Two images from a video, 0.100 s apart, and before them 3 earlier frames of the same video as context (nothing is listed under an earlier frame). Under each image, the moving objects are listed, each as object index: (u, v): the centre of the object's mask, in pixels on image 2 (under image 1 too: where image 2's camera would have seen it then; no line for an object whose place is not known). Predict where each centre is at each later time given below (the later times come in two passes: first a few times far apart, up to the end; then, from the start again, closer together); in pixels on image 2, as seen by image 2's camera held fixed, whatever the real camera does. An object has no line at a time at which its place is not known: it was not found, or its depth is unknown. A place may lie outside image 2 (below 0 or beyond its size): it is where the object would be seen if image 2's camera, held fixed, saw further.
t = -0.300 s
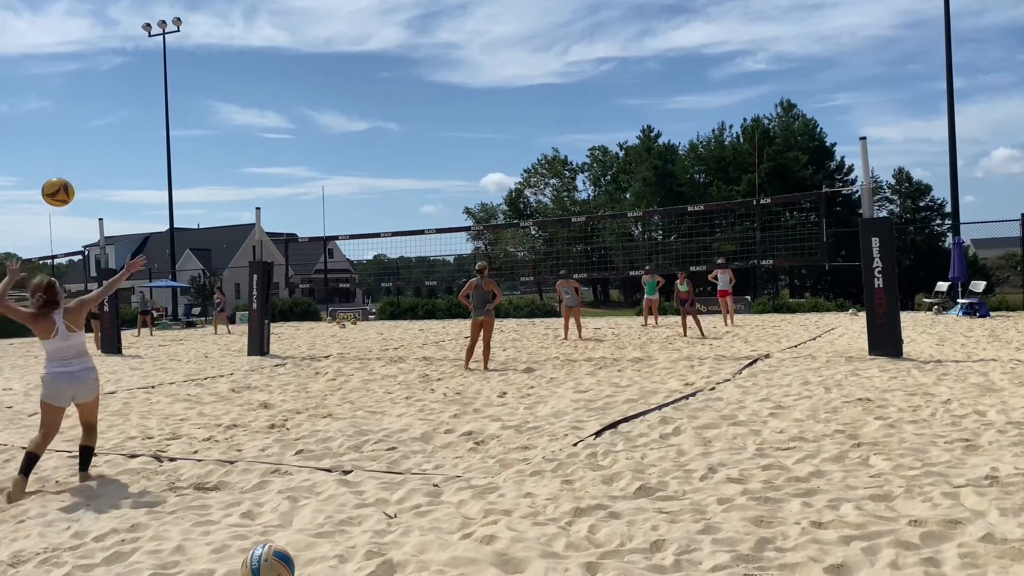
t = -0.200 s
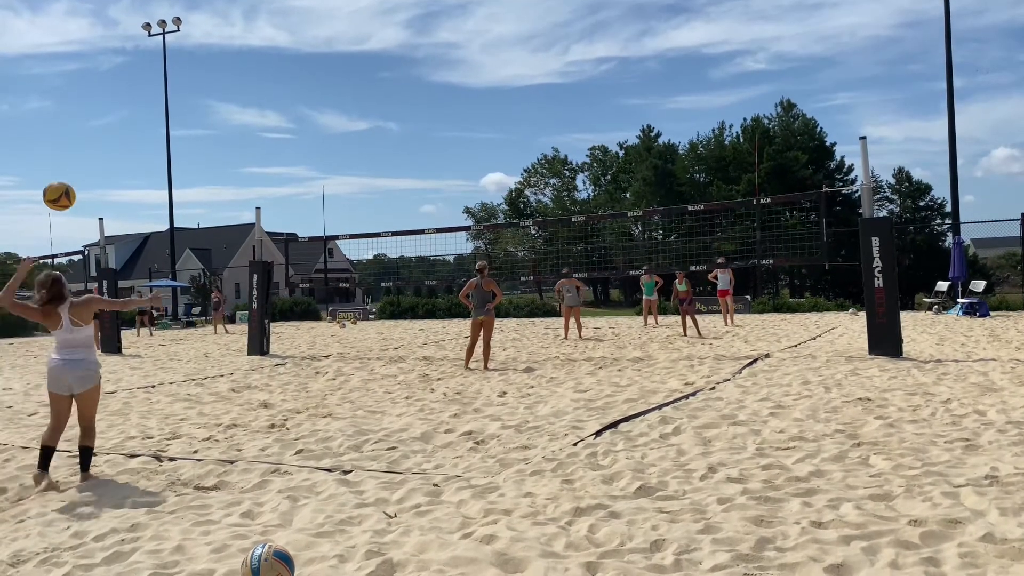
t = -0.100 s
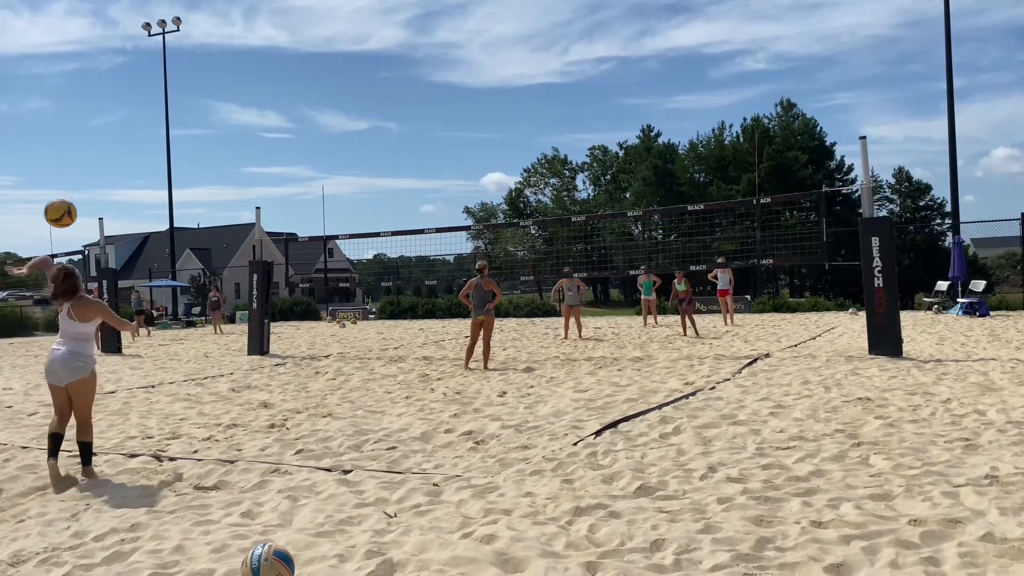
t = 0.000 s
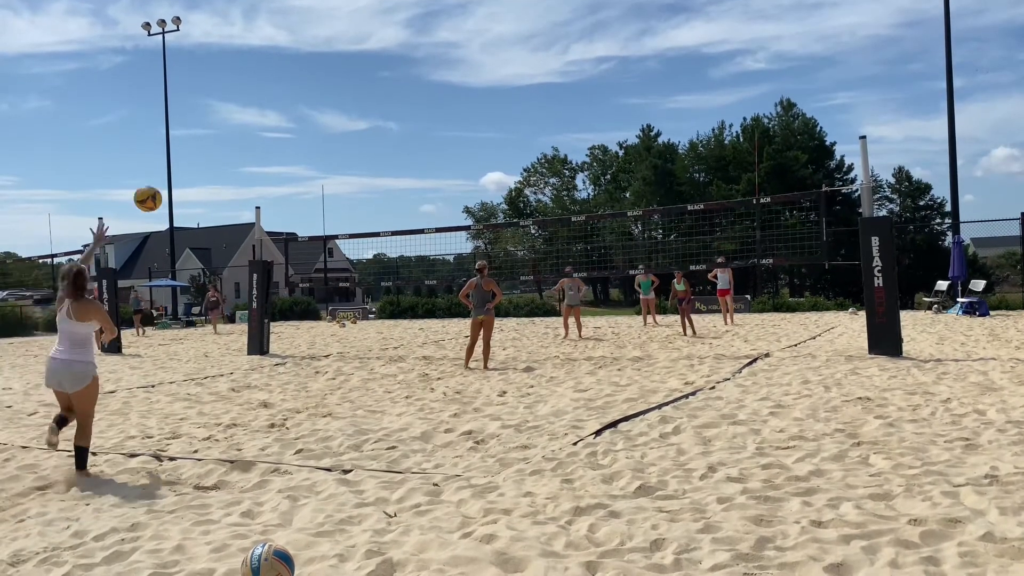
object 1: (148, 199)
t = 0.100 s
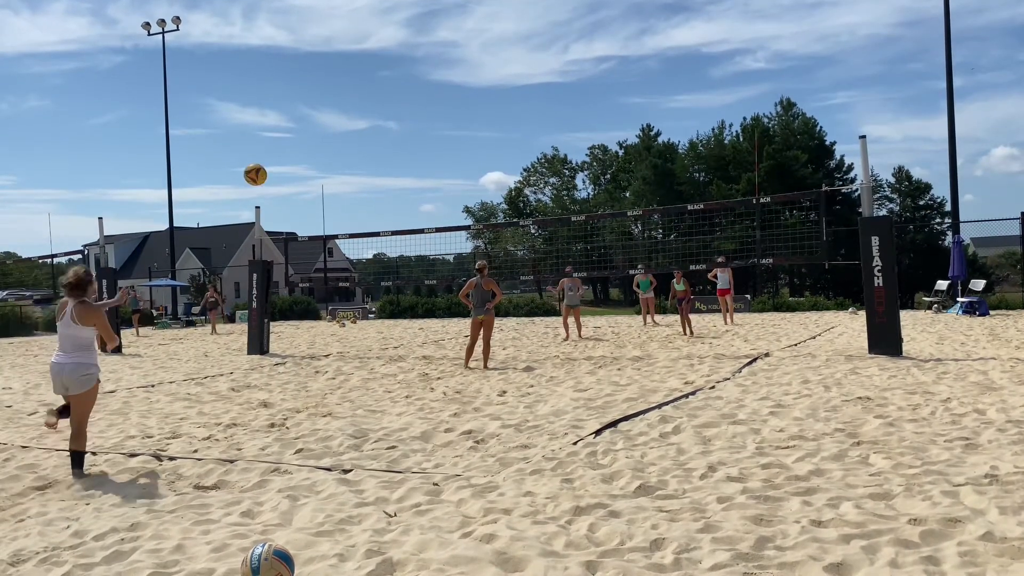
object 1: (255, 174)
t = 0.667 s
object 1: (506, 200)
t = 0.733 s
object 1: (519, 211)
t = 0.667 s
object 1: (506, 200)
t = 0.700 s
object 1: (512, 205)
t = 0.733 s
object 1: (519, 211)
